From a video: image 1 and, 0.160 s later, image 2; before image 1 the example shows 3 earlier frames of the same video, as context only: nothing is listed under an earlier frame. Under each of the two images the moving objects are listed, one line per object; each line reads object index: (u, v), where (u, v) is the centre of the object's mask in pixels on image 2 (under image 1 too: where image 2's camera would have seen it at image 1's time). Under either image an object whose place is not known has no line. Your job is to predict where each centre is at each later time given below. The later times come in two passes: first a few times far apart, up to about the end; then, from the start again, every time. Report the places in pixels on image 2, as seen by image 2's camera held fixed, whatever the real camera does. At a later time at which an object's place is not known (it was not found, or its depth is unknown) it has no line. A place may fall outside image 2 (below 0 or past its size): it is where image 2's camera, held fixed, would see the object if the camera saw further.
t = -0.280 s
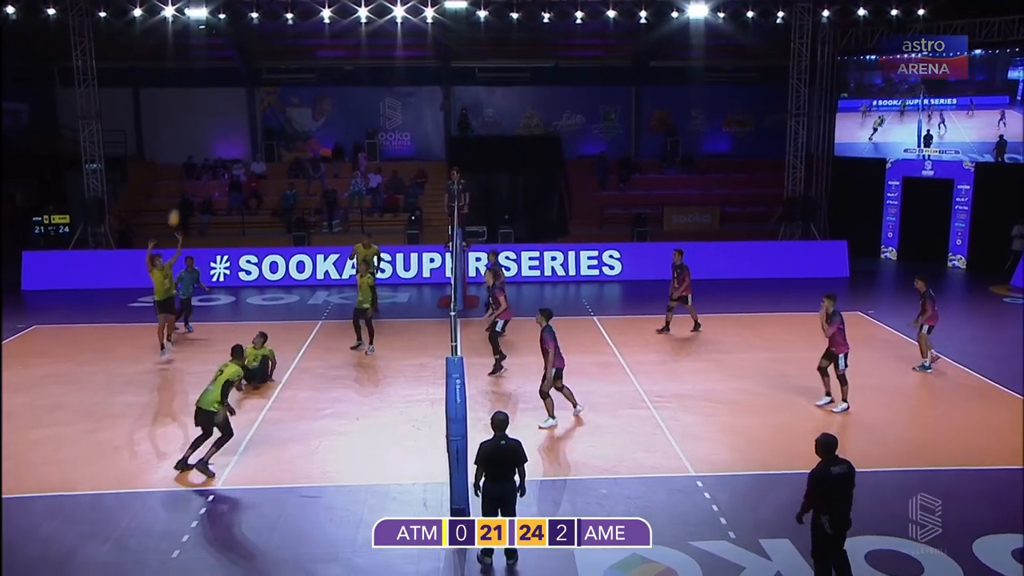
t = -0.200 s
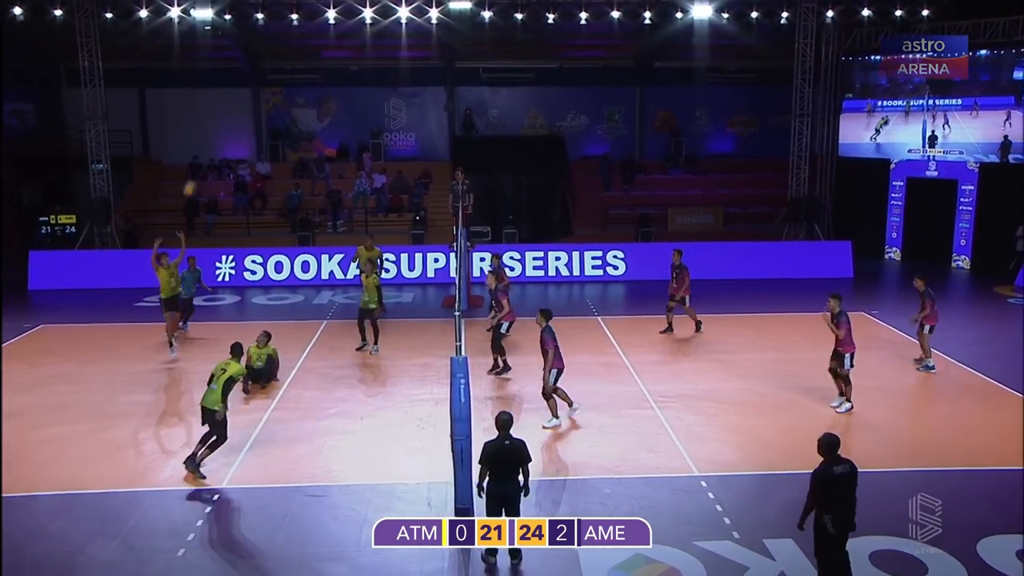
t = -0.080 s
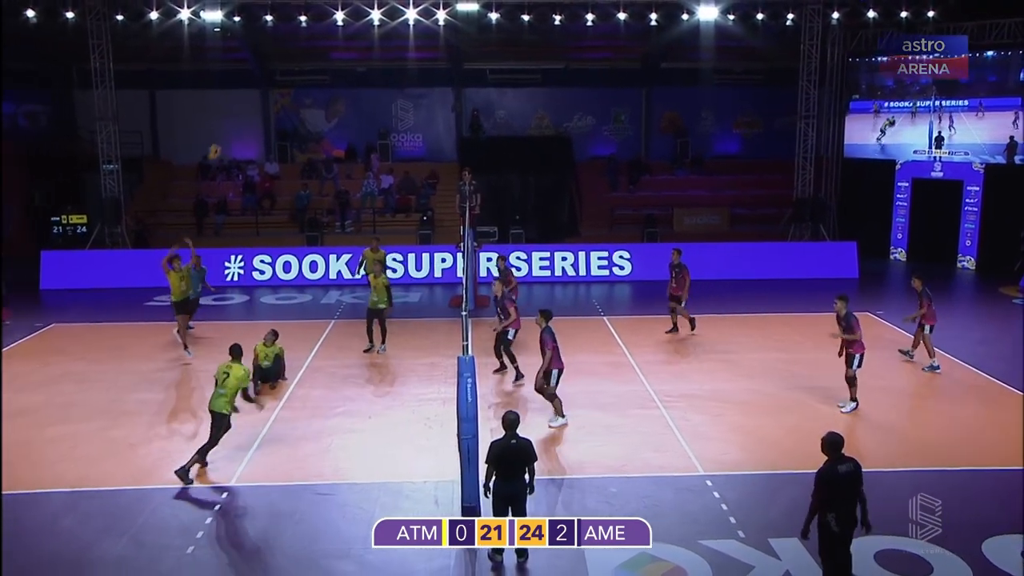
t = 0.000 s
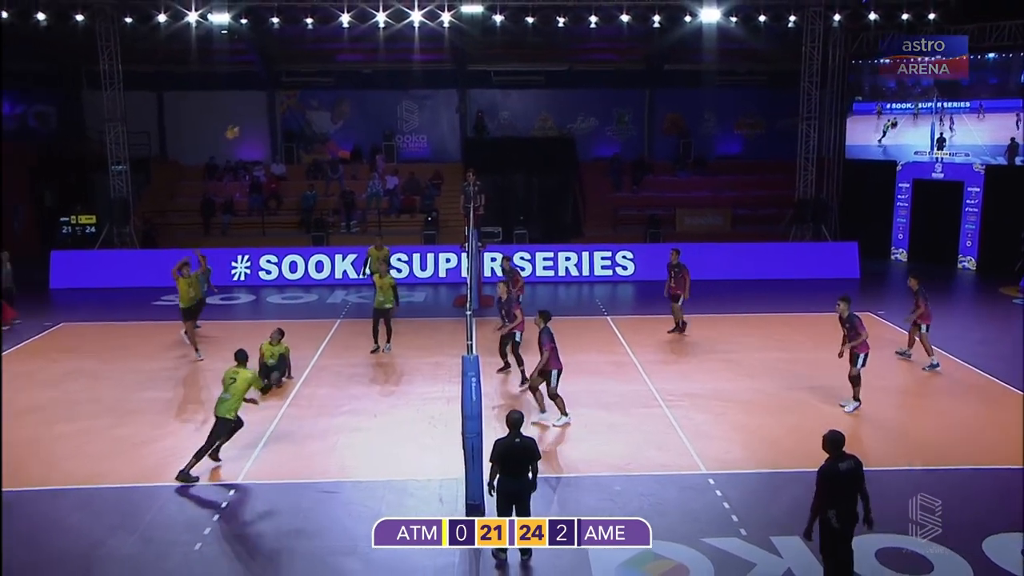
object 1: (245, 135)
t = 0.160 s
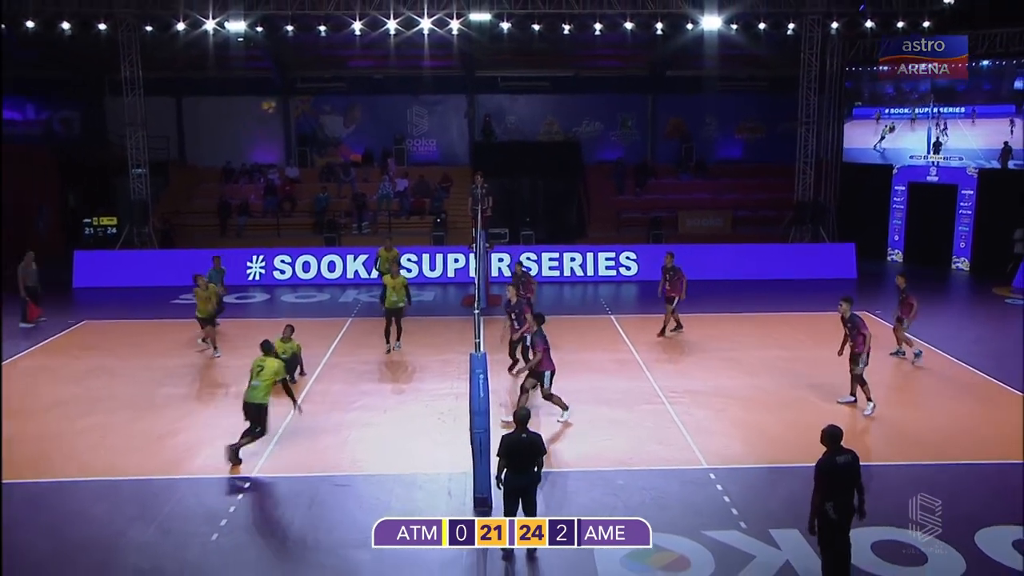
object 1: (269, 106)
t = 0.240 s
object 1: (281, 97)
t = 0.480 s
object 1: (317, 91)
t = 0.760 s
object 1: (360, 129)
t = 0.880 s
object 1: (380, 162)
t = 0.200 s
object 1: (275, 101)
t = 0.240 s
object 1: (281, 97)
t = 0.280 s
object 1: (287, 94)
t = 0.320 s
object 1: (293, 92)
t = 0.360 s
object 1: (299, 90)
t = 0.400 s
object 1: (305, 89)
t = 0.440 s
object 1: (311, 90)
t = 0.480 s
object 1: (317, 91)
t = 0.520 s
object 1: (323, 93)
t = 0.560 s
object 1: (329, 97)
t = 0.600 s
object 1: (335, 101)
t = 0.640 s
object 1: (341, 106)
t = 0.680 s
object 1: (348, 112)
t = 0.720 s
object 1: (354, 120)
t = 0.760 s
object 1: (360, 129)
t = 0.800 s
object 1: (367, 139)
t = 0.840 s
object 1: (373, 150)
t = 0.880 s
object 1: (380, 162)
